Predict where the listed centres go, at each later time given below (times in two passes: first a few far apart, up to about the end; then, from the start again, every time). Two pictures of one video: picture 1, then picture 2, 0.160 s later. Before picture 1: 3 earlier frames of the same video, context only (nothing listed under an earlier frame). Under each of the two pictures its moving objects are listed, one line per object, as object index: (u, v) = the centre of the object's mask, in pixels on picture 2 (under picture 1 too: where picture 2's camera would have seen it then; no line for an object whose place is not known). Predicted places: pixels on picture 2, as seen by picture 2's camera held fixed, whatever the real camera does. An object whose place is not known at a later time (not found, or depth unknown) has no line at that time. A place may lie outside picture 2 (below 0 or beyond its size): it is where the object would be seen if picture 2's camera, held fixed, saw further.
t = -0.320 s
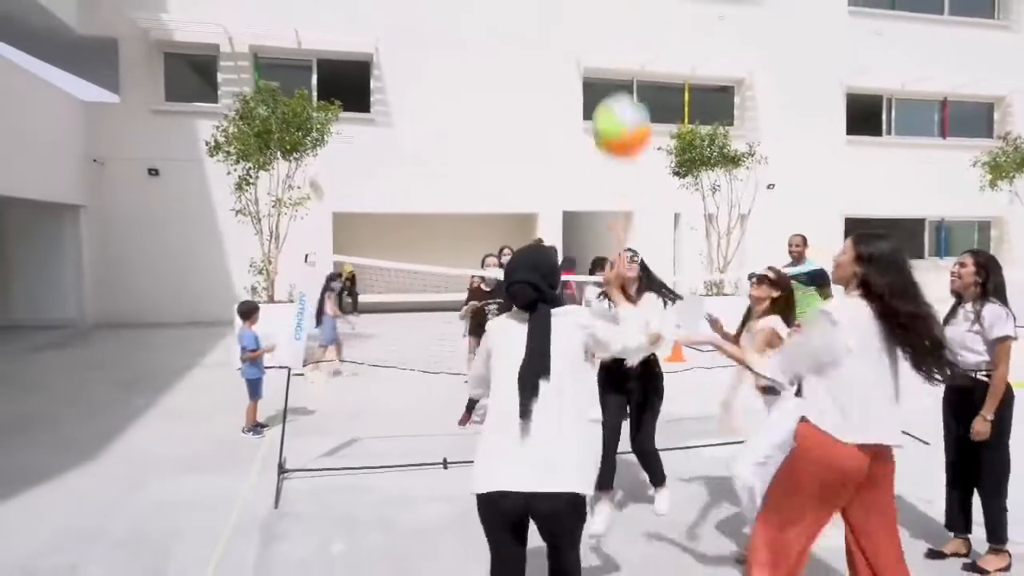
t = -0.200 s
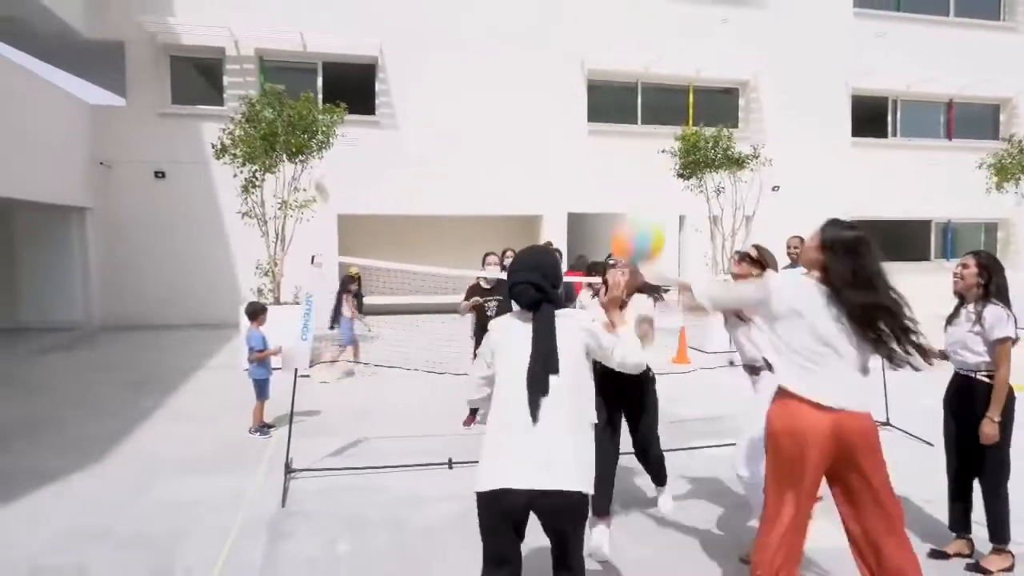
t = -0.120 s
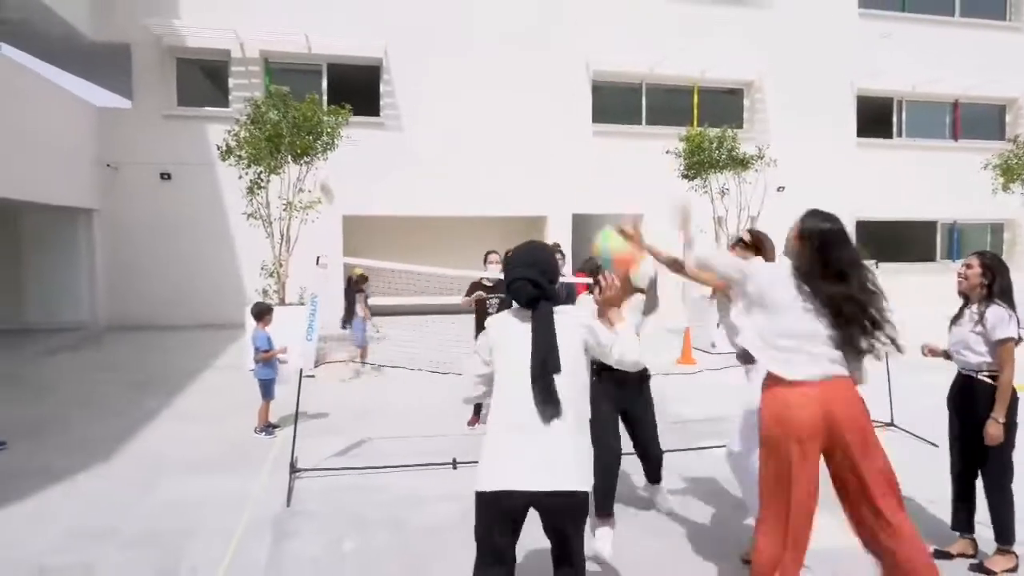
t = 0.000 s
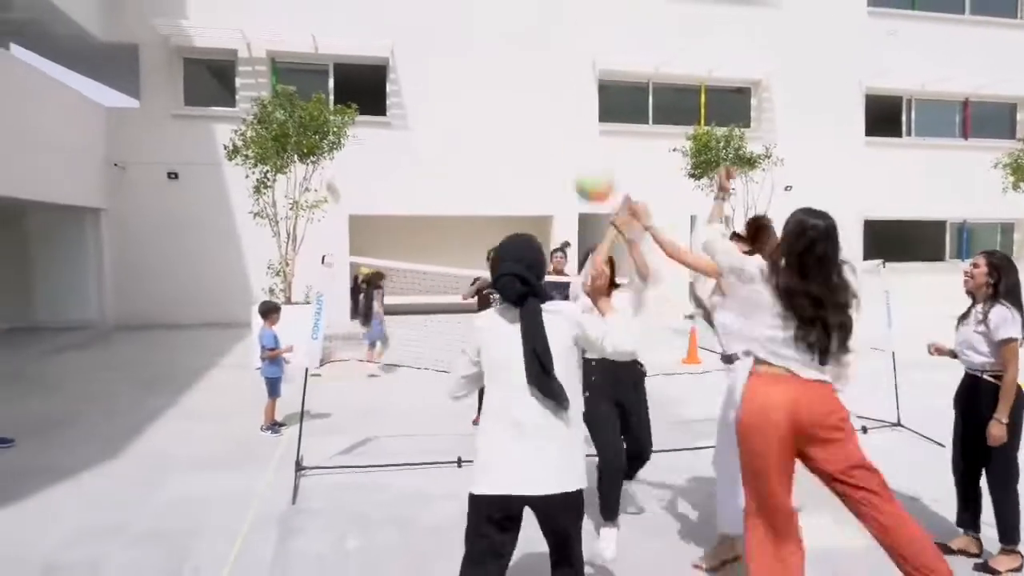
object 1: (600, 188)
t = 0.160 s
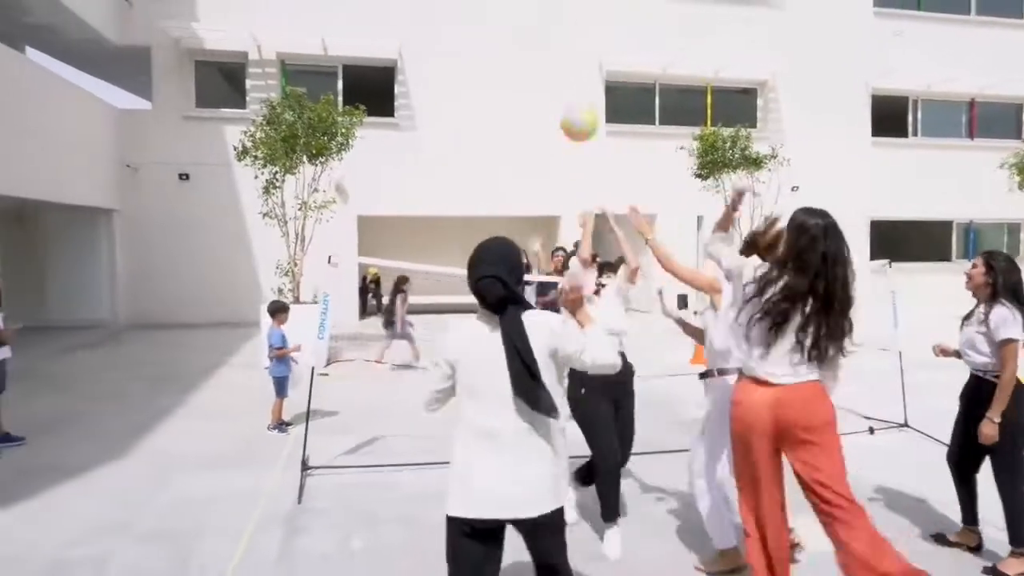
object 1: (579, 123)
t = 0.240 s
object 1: (571, 116)
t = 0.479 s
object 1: (554, 123)
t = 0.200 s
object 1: (574, 117)
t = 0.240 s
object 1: (571, 116)
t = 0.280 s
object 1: (568, 108)
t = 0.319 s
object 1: (565, 108)
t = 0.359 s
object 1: (562, 110)
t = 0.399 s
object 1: (560, 111)
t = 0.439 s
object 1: (555, 118)
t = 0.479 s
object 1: (554, 123)
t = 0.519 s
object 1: (551, 130)
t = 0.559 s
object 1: (548, 139)
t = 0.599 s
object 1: (548, 150)
